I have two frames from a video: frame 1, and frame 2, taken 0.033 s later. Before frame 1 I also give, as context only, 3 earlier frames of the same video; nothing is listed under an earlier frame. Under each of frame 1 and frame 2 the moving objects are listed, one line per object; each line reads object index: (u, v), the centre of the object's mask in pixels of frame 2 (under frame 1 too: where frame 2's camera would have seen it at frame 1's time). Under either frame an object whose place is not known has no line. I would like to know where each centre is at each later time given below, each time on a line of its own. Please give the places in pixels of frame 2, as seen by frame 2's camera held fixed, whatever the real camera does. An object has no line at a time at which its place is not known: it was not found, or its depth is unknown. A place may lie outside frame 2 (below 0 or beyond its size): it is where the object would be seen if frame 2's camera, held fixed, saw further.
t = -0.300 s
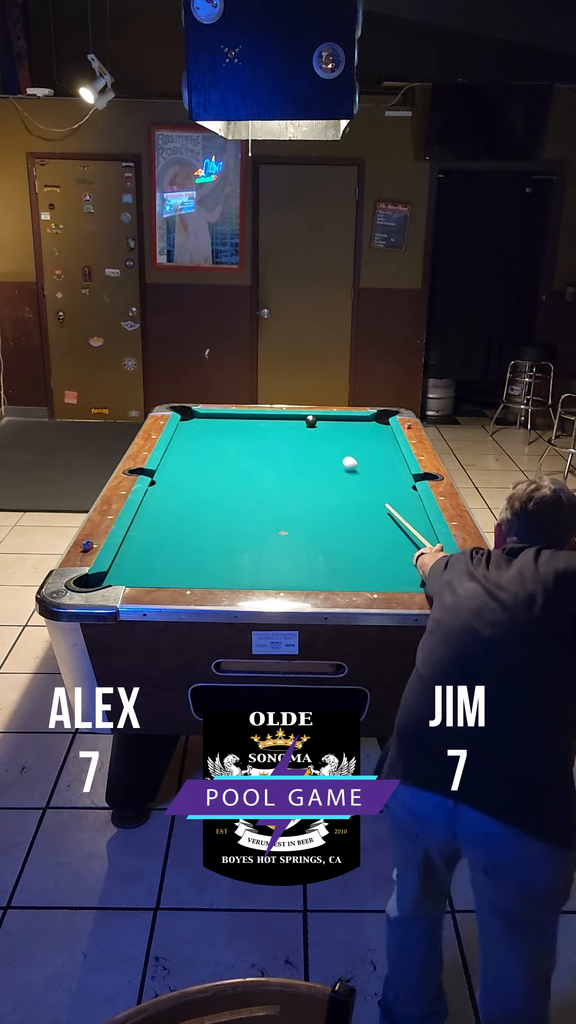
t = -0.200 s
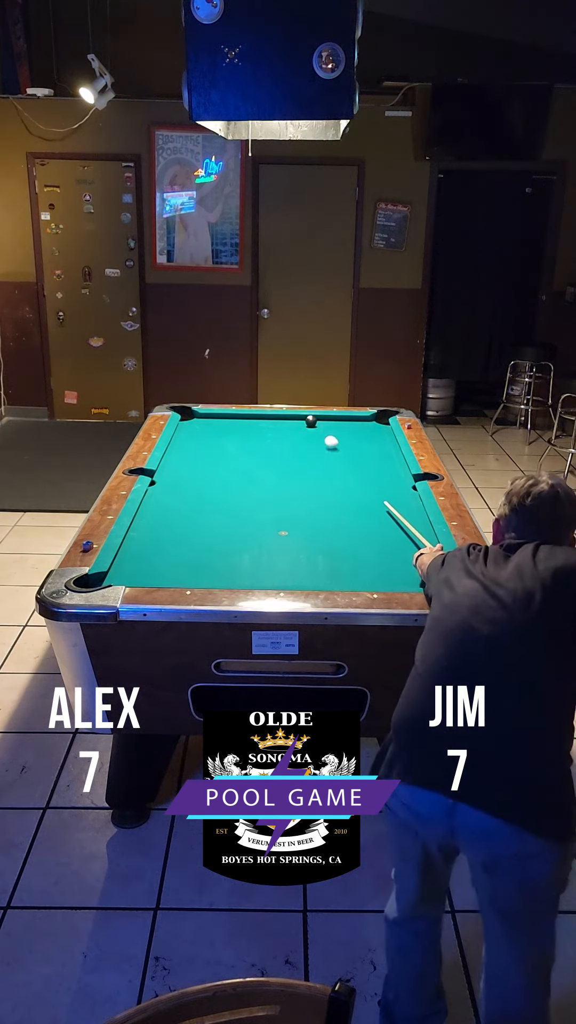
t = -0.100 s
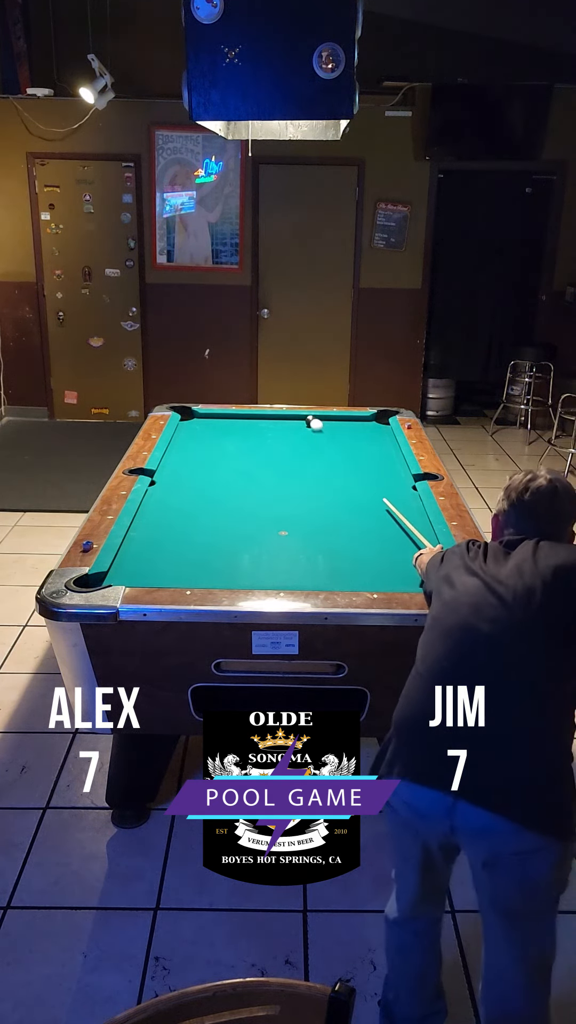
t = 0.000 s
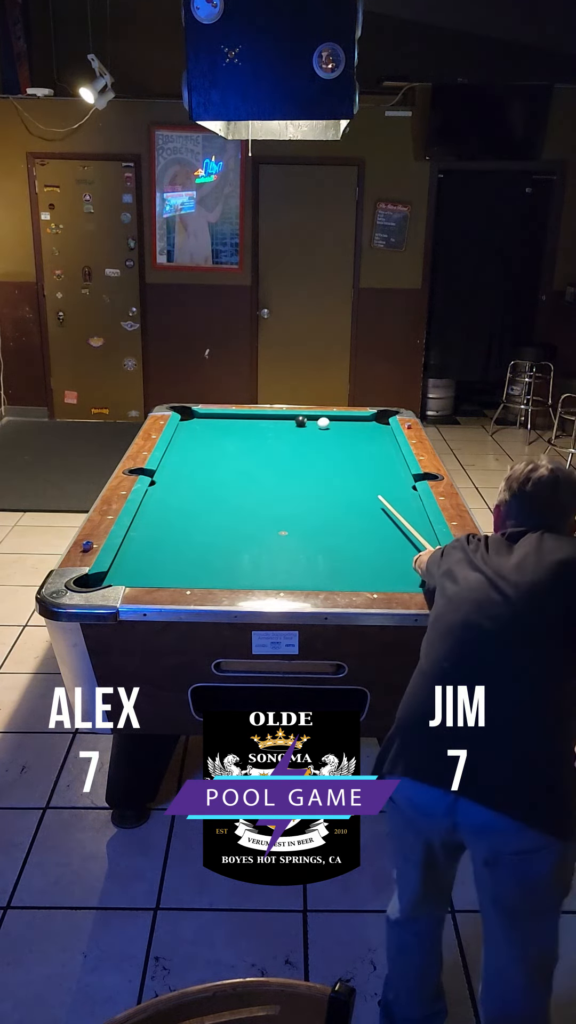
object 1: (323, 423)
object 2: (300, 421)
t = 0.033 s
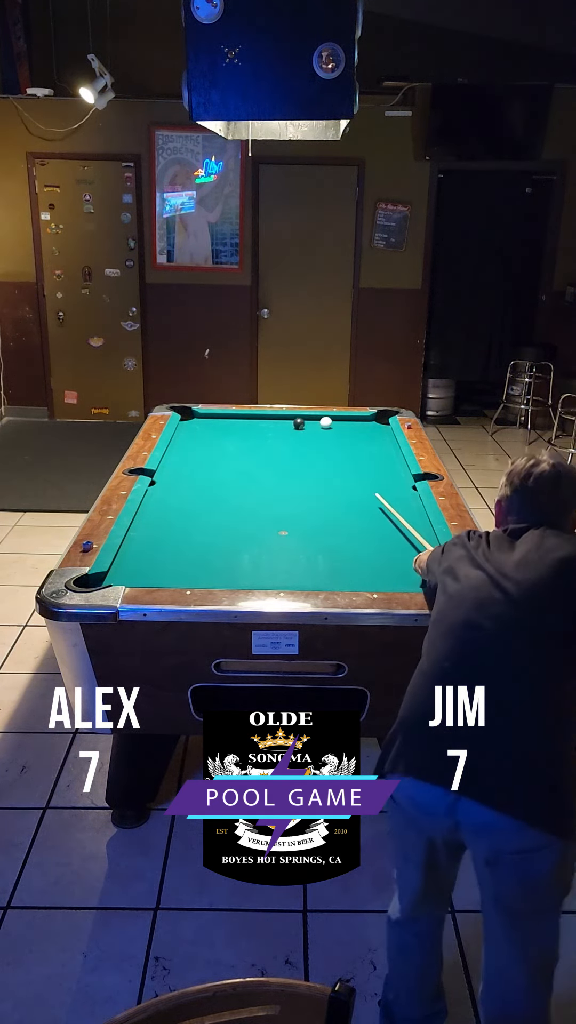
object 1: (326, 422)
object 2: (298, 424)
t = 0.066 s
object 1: (328, 422)
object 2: (296, 426)
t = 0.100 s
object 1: (330, 421)
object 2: (295, 429)
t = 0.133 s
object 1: (331, 420)
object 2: (293, 432)
